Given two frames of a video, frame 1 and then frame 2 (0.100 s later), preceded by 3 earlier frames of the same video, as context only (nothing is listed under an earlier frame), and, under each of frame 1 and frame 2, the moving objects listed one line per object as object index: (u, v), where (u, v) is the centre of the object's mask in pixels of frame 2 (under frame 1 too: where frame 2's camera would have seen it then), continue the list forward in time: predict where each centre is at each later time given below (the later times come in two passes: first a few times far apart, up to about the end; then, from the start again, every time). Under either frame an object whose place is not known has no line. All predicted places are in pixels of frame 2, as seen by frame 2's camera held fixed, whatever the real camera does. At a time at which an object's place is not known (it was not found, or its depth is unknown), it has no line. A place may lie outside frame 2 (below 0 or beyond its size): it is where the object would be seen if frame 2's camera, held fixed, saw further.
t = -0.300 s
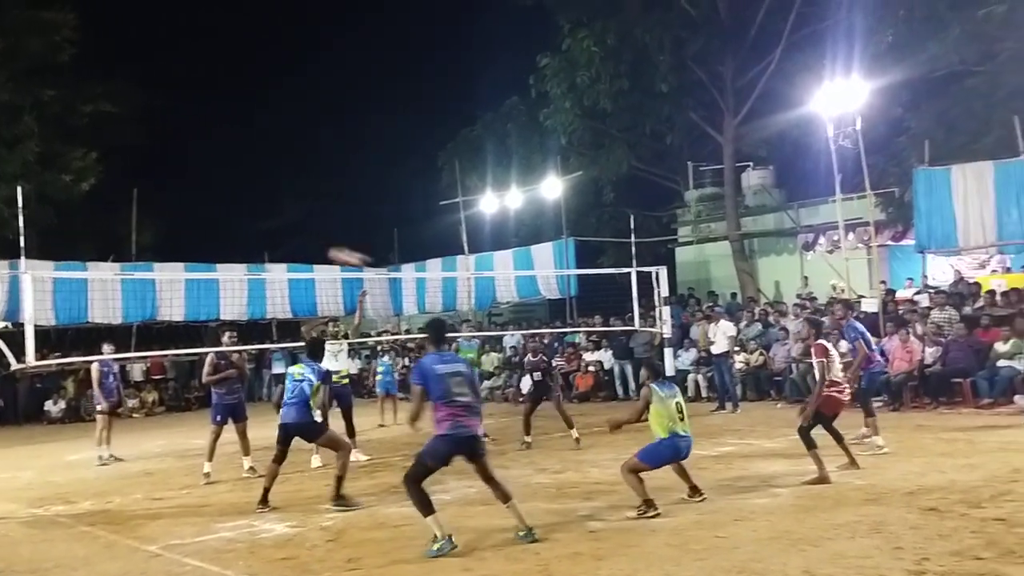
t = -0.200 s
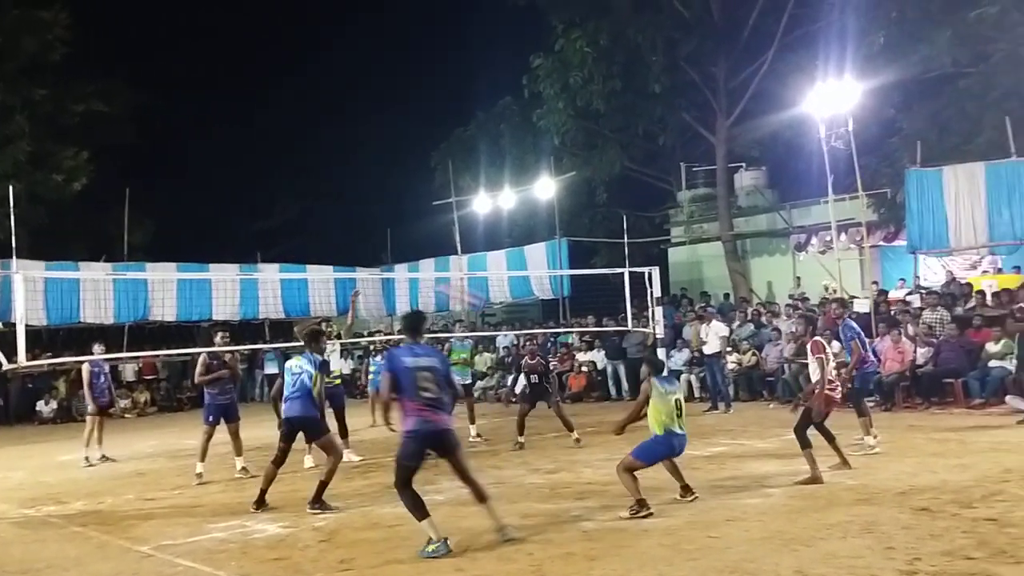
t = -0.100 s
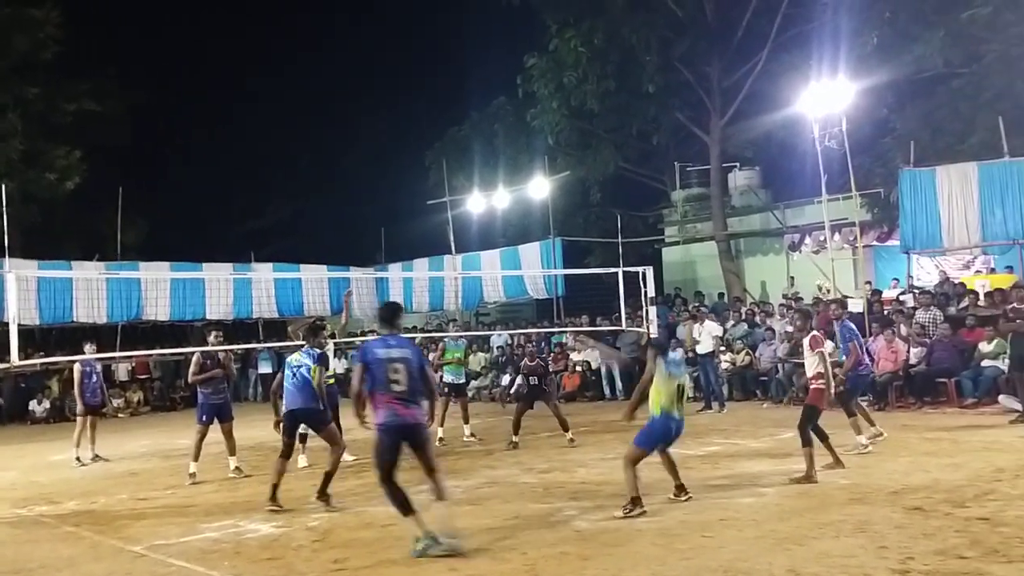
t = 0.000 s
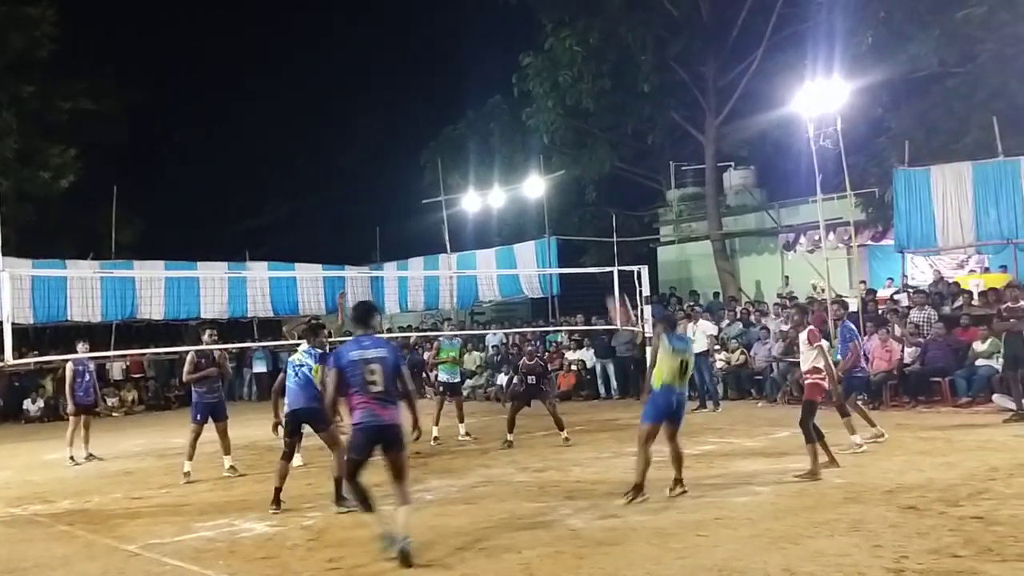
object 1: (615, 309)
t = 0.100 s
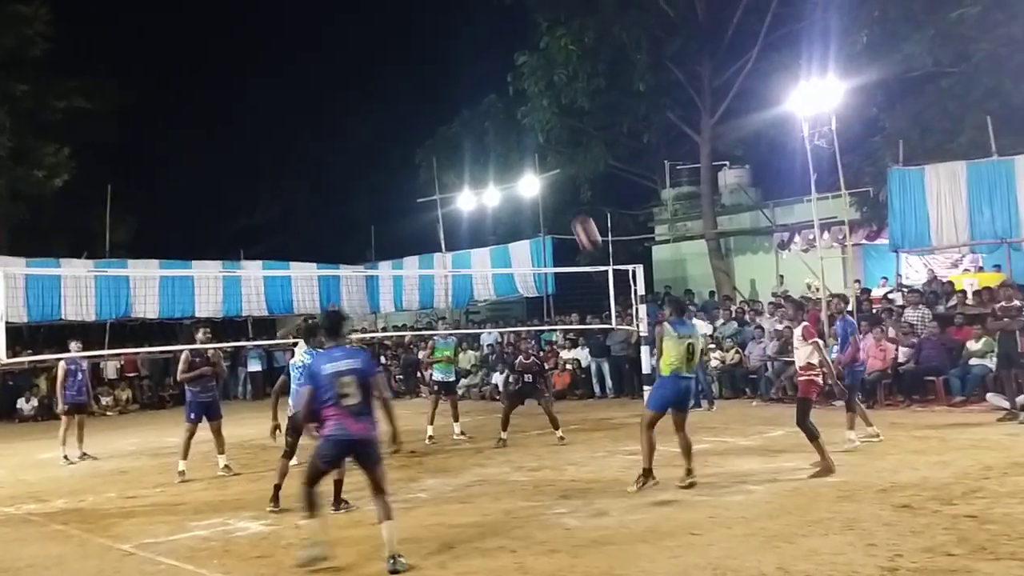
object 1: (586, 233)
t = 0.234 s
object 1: (551, 151)
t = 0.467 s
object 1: (496, 56)
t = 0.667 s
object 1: (454, 21)
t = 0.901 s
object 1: (411, 30)
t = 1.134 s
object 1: (374, 91)
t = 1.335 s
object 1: (346, 177)
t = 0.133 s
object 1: (577, 211)
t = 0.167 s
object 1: (567, 188)
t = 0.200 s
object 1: (558, 167)
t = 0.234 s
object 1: (551, 151)
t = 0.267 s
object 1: (541, 132)
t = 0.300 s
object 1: (534, 117)
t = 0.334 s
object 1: (527, 102)
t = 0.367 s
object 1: (519, 89)
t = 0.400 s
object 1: (511, 77)
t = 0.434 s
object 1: (504, 66)
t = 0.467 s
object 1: (496, 56)
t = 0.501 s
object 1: (488, 47)
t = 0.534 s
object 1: (481, 39)
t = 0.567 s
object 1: (474, 33)
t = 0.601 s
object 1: (467, 27)
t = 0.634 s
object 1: (461, 23)
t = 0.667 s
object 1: (454, 21)
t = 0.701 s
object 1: (448, 19)
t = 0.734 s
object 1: (441, 19)
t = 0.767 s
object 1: (435, 19)
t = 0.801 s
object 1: (429, 20)
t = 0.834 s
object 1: (422, 23)
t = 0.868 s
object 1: (417, 26)
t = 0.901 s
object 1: (411, 30)
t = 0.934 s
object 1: (405, 36)
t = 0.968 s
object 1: (400, 43)
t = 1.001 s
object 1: (395, 50)
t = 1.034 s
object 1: (389, 59)
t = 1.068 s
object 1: (385, 68)
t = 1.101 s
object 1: (379, 79)
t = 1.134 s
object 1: (374, 91)
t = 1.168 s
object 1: (369, 103)
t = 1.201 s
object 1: (364, 116)
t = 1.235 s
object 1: (359, 129)
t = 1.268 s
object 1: (355, 144)
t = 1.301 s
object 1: (350, 160)
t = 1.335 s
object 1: (346, 177)
